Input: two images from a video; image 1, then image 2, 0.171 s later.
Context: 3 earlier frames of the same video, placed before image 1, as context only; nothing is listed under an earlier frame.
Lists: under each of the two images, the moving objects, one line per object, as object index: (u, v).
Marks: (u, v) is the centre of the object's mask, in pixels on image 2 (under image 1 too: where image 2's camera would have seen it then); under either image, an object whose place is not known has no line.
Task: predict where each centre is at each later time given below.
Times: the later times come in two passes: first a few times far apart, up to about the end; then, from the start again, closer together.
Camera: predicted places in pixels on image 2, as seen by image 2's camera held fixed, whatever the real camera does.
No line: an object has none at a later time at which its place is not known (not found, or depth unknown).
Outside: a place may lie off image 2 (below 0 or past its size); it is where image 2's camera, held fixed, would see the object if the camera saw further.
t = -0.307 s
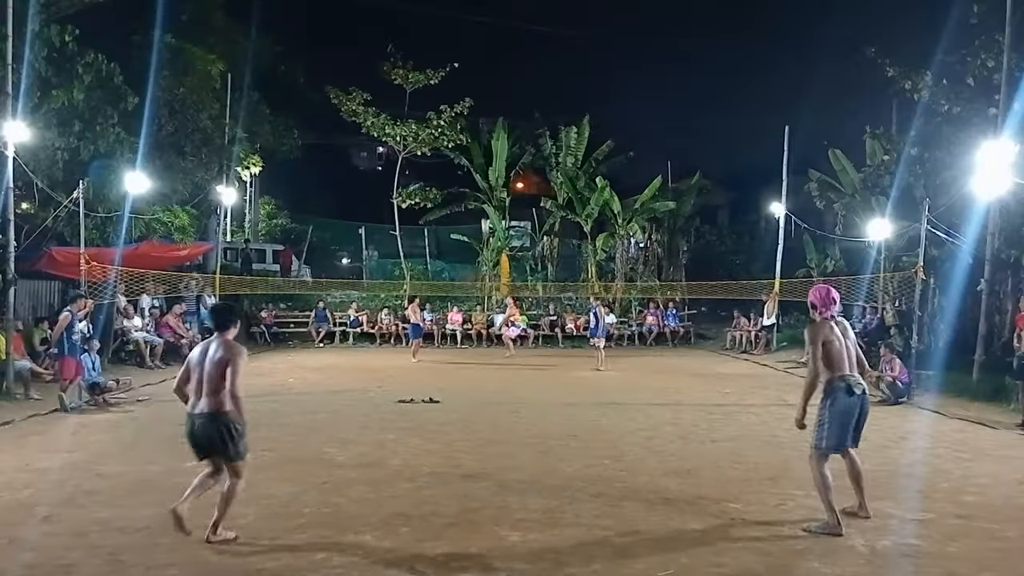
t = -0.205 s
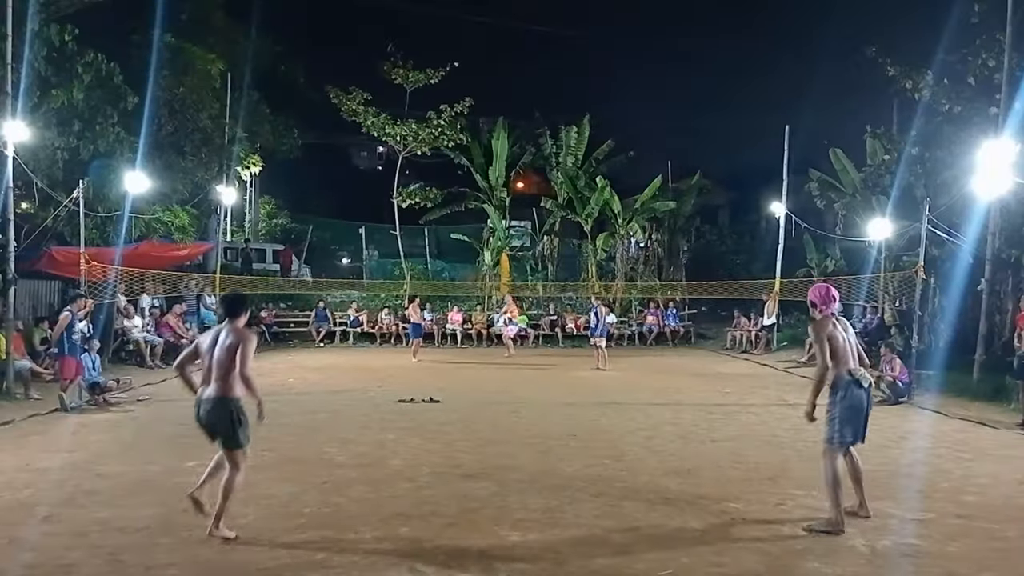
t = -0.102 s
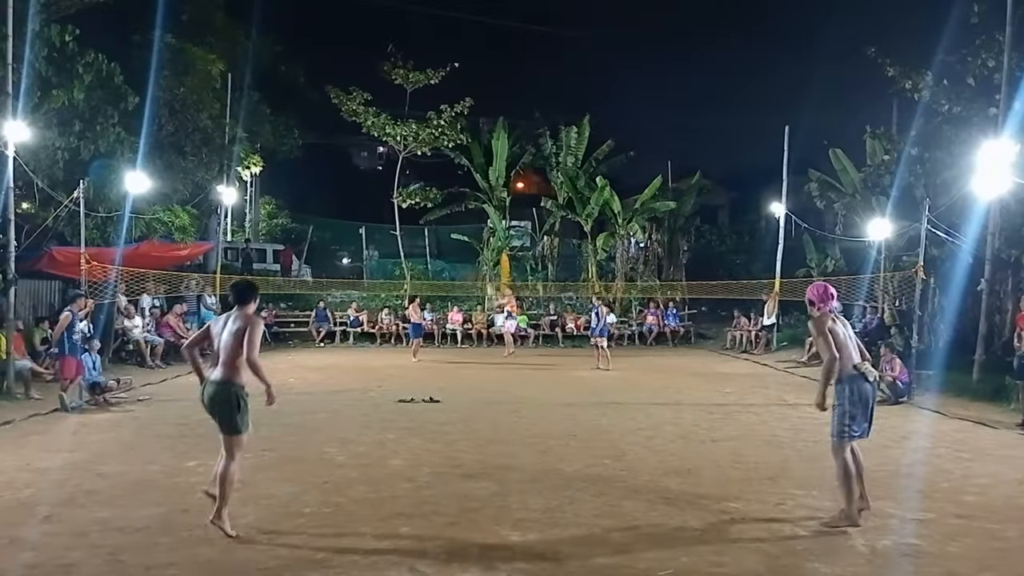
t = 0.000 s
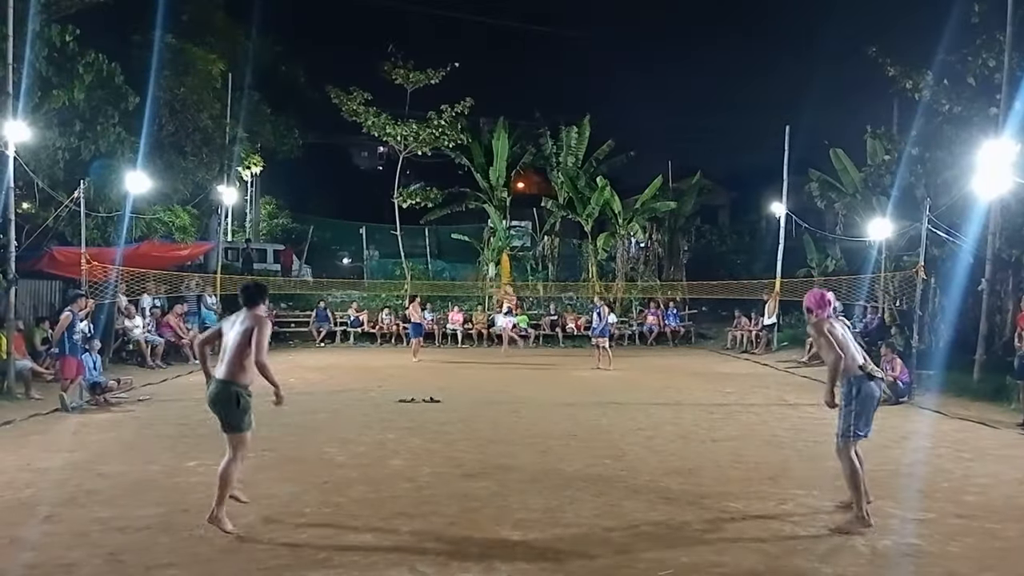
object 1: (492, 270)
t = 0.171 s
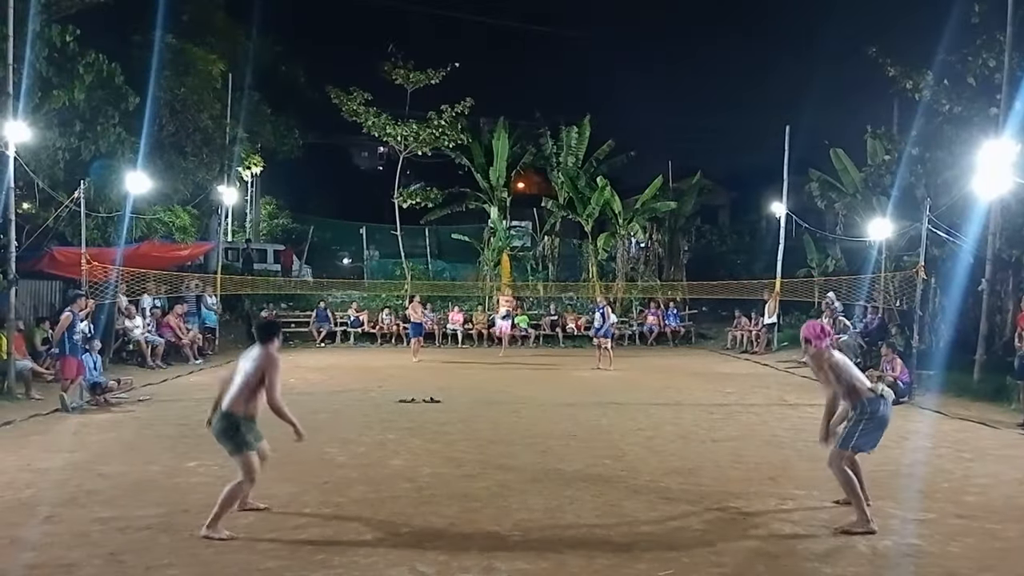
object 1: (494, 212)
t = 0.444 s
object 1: (499, 131)
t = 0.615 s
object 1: (504, 92)
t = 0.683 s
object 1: (506, 79)
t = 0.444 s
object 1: (499, 131)
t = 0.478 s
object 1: (500, 123)
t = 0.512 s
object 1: (501, 114)
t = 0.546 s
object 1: (502, 107)
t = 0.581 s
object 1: (503, 99)
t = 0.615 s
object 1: (504, 92)
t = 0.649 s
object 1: (505, 85)
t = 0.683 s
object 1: (506, 79)
